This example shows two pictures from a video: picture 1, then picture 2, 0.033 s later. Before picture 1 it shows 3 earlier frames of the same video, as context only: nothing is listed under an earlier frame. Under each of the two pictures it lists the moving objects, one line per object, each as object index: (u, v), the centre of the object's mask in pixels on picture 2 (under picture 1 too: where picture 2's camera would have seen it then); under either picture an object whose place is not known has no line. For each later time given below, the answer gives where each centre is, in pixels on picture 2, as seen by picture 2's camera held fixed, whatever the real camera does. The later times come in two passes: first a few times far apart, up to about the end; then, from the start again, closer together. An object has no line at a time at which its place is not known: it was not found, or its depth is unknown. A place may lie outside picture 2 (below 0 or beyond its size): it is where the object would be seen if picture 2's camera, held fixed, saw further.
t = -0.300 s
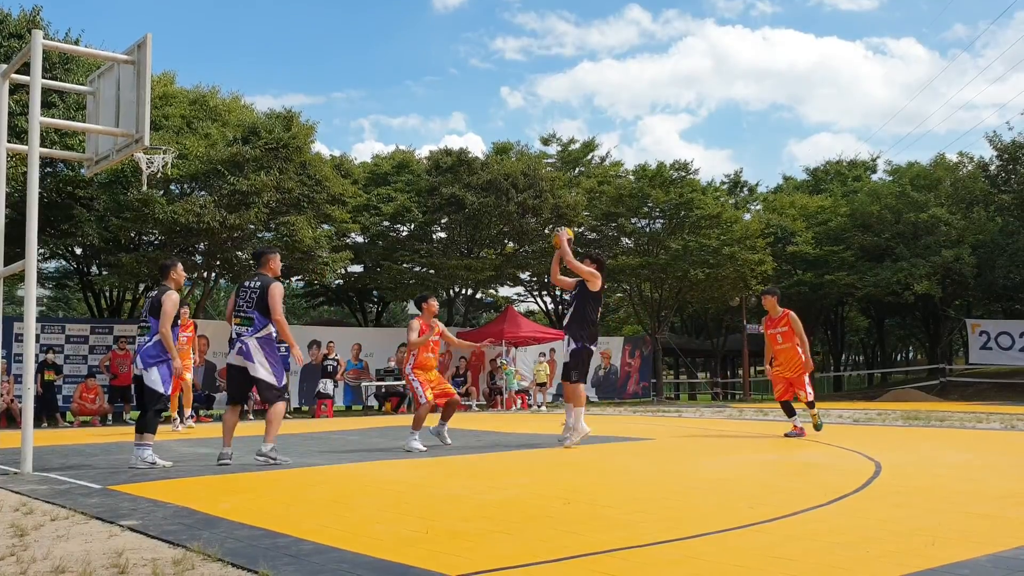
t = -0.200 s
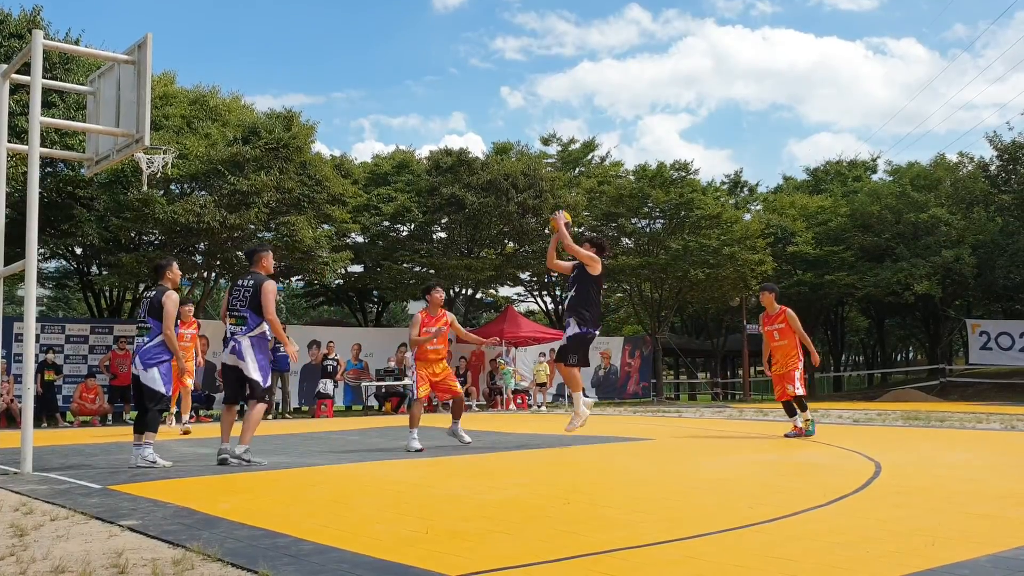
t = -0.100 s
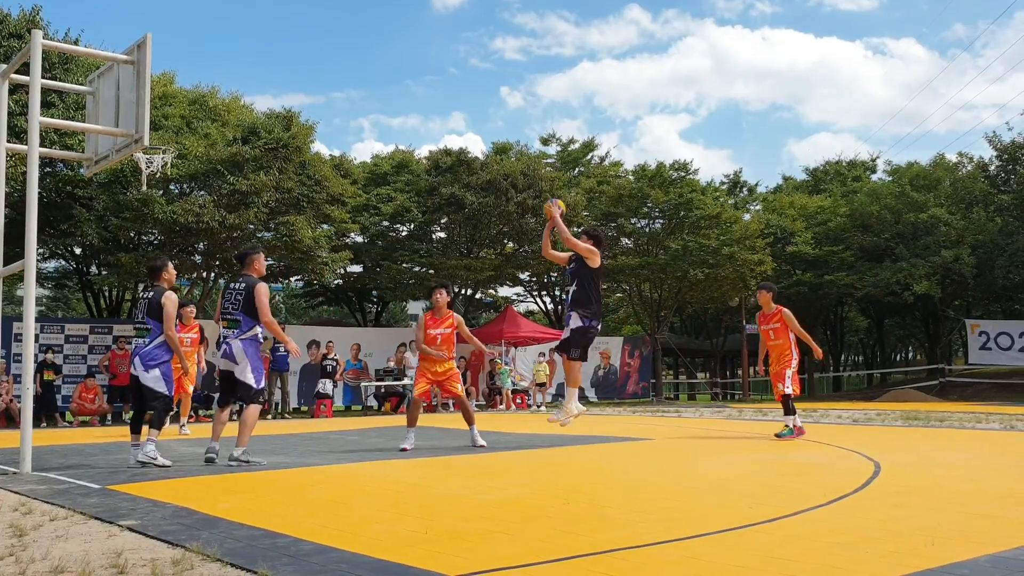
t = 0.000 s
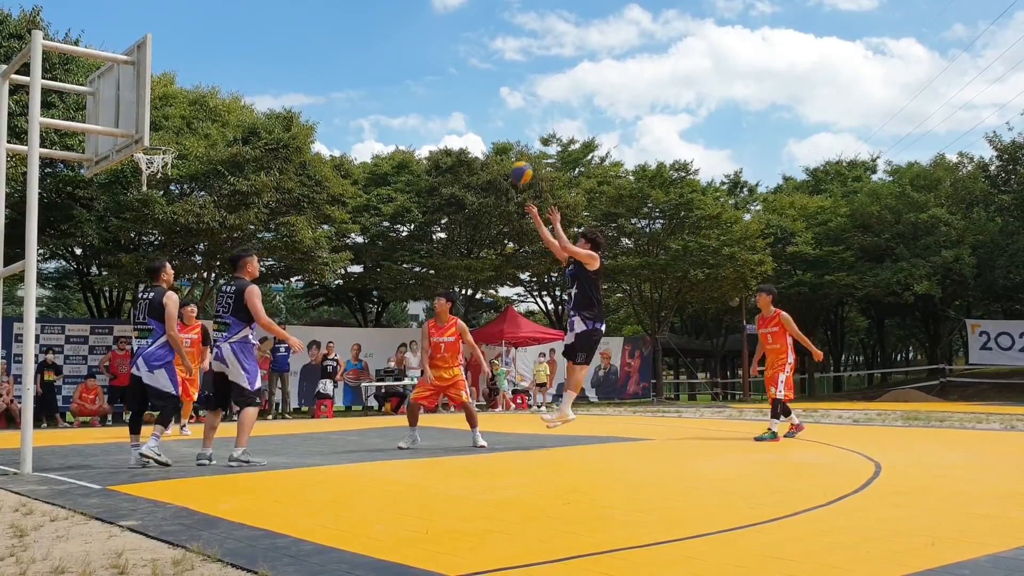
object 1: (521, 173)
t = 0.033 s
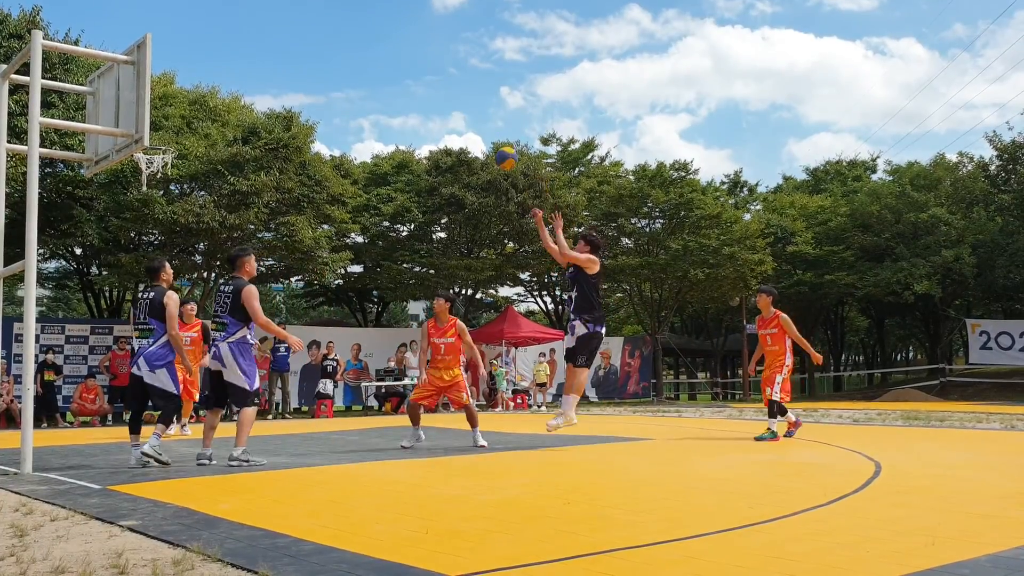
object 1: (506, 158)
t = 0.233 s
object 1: (415, 93)
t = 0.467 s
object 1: (308, 62)
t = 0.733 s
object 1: (181, 88)
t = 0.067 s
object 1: (491, 145)
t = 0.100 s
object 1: (476, 132)
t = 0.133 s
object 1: (461, 121)
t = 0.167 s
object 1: (446, 111)
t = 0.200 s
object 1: (431, 101)
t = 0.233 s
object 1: (415, 93)
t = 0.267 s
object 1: (400, 85)
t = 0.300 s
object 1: (385, 79)
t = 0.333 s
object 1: (370, 73)
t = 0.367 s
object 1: (354, 69)
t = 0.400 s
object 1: (339, 65)
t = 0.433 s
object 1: (323, 62)
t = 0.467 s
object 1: (308, 62)
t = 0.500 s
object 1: (292, 61)
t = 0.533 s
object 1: (276, 61)
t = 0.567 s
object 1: (261, 63)
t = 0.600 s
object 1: (245, 66)
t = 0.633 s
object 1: (229, 70)
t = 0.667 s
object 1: (213, 75)
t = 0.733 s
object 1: (181, 88)
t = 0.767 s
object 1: (164, 96)
